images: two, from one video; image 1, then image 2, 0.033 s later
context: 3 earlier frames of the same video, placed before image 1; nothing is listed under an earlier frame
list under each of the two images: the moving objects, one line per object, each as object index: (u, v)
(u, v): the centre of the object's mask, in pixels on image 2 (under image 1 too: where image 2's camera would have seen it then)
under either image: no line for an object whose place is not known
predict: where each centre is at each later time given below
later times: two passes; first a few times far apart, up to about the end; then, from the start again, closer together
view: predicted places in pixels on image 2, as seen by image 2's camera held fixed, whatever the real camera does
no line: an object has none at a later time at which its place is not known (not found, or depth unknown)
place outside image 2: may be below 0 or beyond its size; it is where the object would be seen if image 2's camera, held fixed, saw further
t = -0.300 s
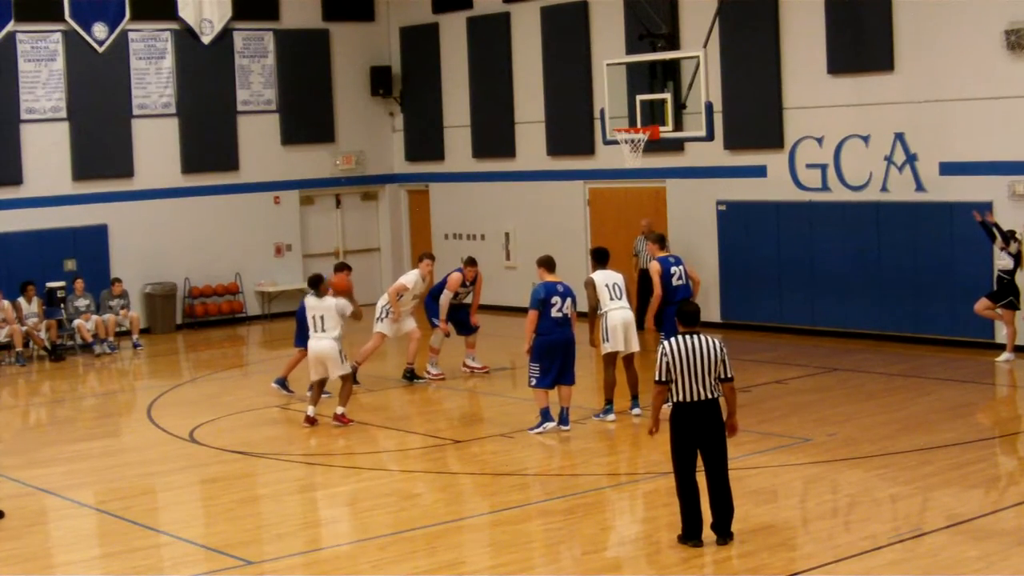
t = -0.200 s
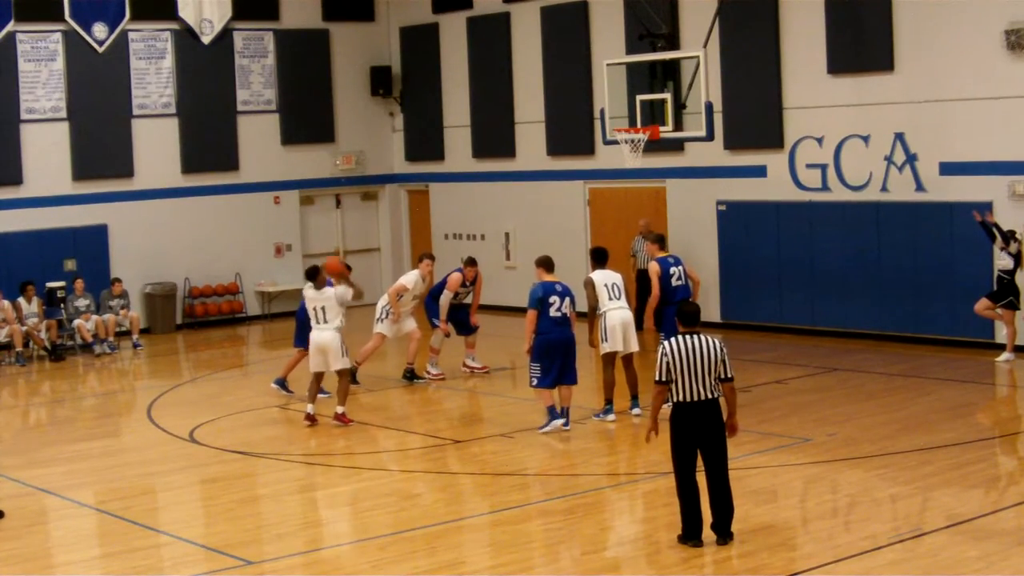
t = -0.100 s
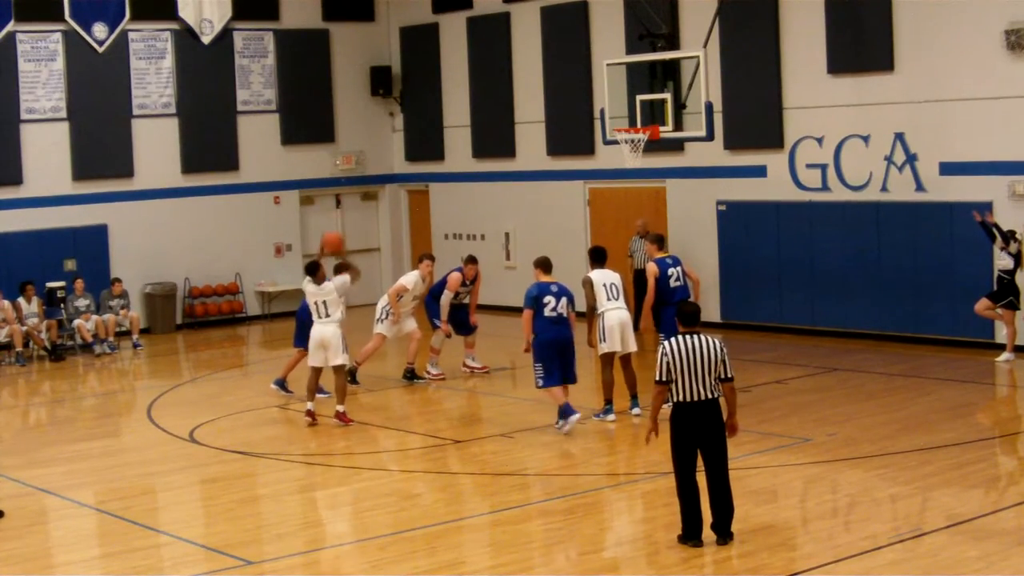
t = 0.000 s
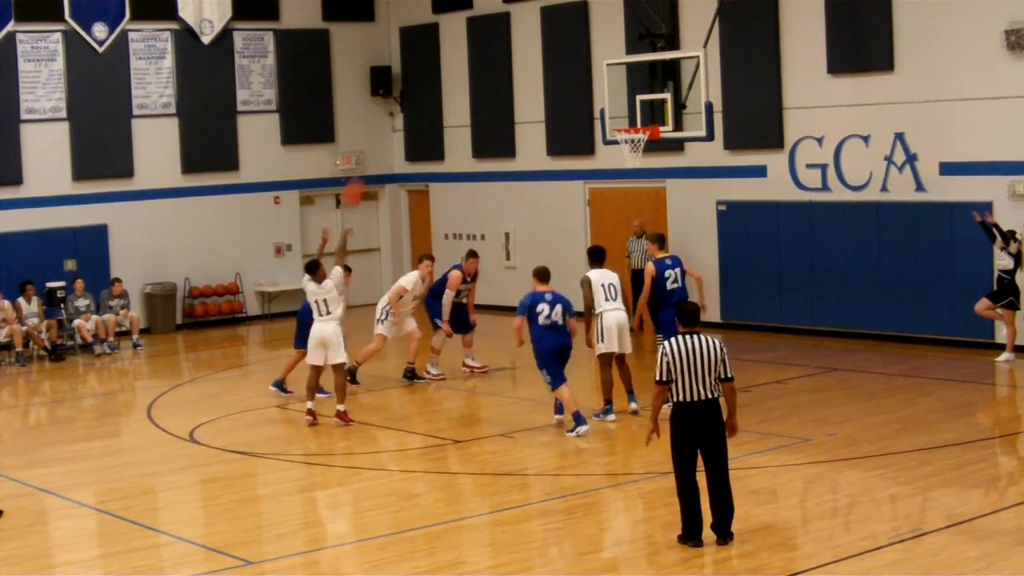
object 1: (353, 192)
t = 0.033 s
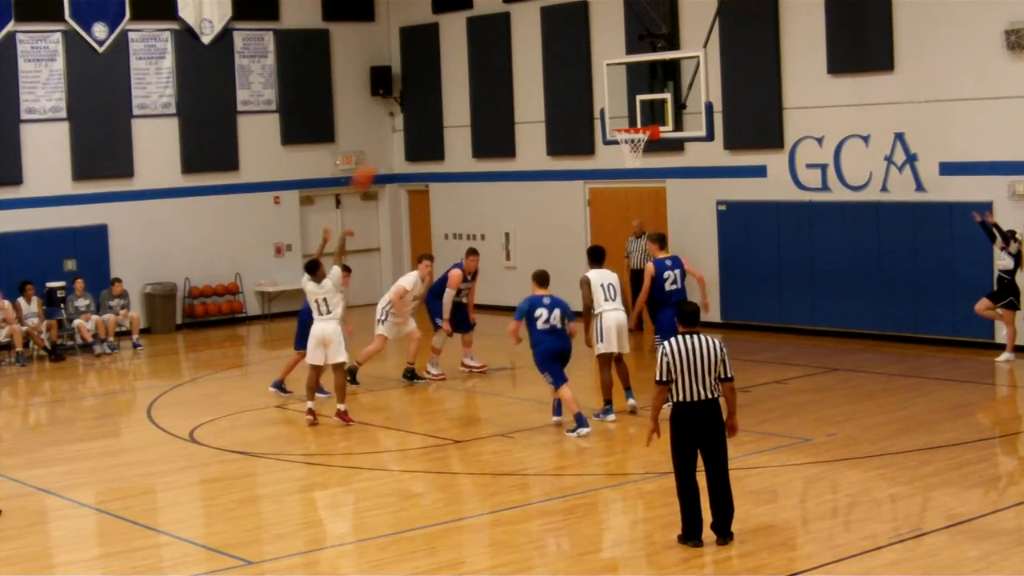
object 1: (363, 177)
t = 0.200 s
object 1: (412, 109)
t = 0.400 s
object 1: (470, 62)
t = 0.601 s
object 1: (525, 51)
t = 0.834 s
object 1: (586, 78)
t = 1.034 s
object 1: (638, 134)
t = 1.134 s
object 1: (648, 157)
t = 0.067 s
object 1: (373, 162)
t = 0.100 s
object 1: (383, 148)
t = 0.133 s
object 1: (392, 134)
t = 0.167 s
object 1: (402, 120)
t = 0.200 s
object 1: (412, 109)
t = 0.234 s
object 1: (421, 100)
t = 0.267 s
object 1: (430, 90)
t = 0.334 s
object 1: (450, 75)
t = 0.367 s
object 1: (460, 68)
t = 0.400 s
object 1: (470, 62)
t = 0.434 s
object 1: (478, 58)
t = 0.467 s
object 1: (487, 55)
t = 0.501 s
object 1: (497, 53)
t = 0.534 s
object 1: (504, 52)
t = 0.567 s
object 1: (514, 51)
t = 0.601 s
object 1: (525, 51)
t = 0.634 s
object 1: (533, 53)
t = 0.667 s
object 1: (544, 55)
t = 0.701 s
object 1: (552, 58)
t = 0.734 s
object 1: (559, 62)
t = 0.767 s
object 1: (569, 66)
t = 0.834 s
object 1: (586, 78)
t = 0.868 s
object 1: (594, 85)
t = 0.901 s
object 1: (605, 95)
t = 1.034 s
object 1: (638, 134)
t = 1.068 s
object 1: (644, 145)
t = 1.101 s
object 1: (646, 149)
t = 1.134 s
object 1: (648, 157)
